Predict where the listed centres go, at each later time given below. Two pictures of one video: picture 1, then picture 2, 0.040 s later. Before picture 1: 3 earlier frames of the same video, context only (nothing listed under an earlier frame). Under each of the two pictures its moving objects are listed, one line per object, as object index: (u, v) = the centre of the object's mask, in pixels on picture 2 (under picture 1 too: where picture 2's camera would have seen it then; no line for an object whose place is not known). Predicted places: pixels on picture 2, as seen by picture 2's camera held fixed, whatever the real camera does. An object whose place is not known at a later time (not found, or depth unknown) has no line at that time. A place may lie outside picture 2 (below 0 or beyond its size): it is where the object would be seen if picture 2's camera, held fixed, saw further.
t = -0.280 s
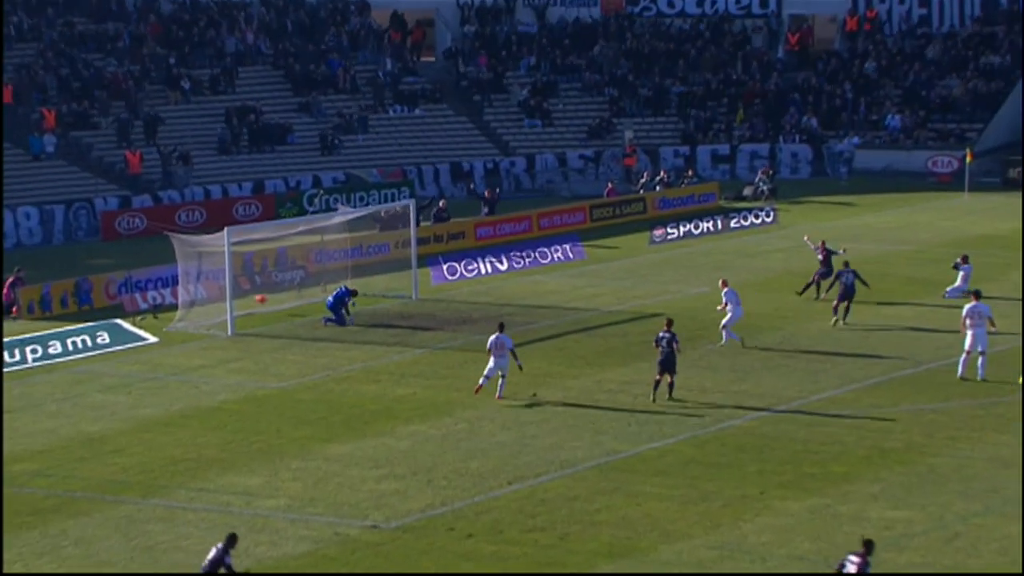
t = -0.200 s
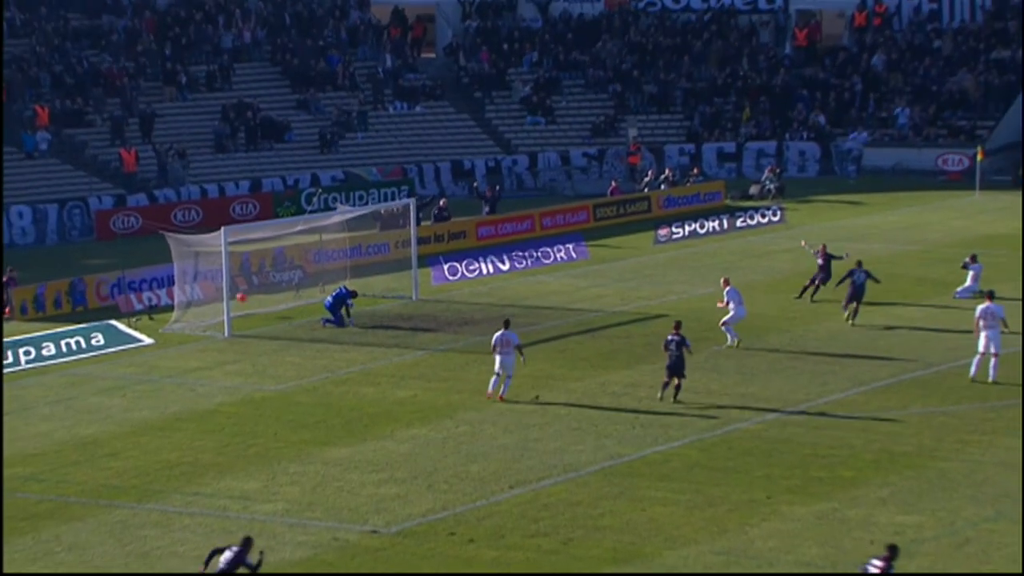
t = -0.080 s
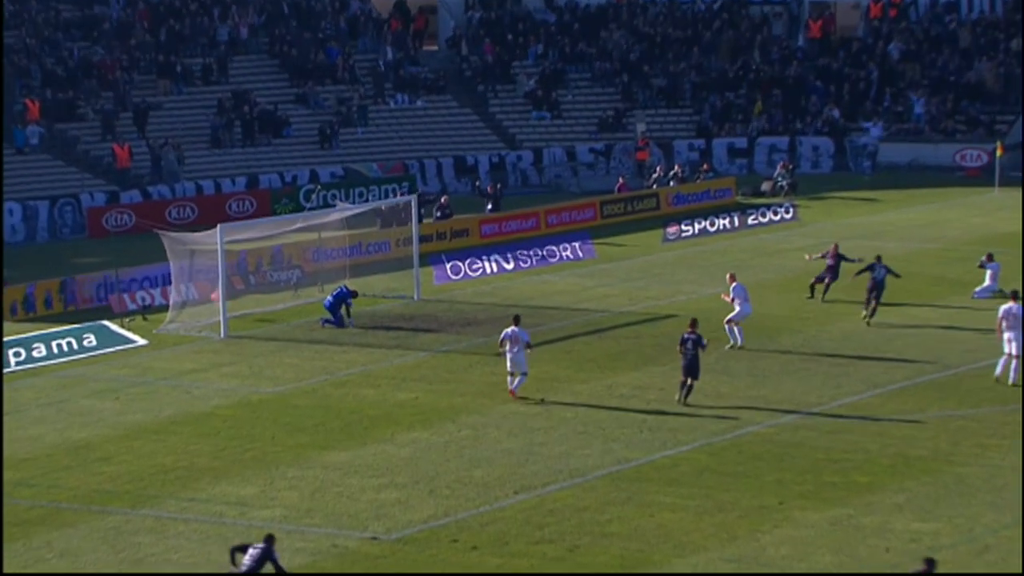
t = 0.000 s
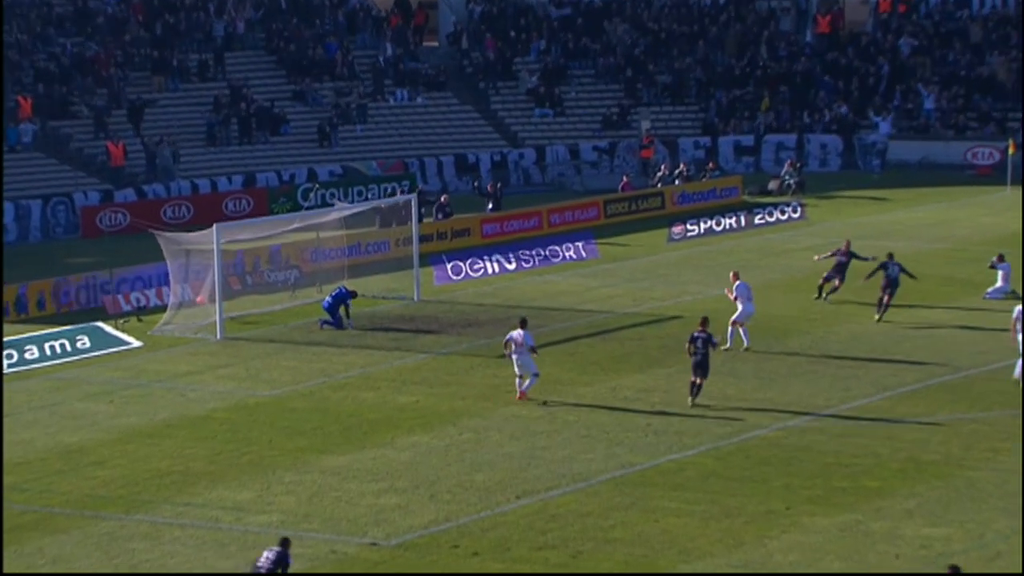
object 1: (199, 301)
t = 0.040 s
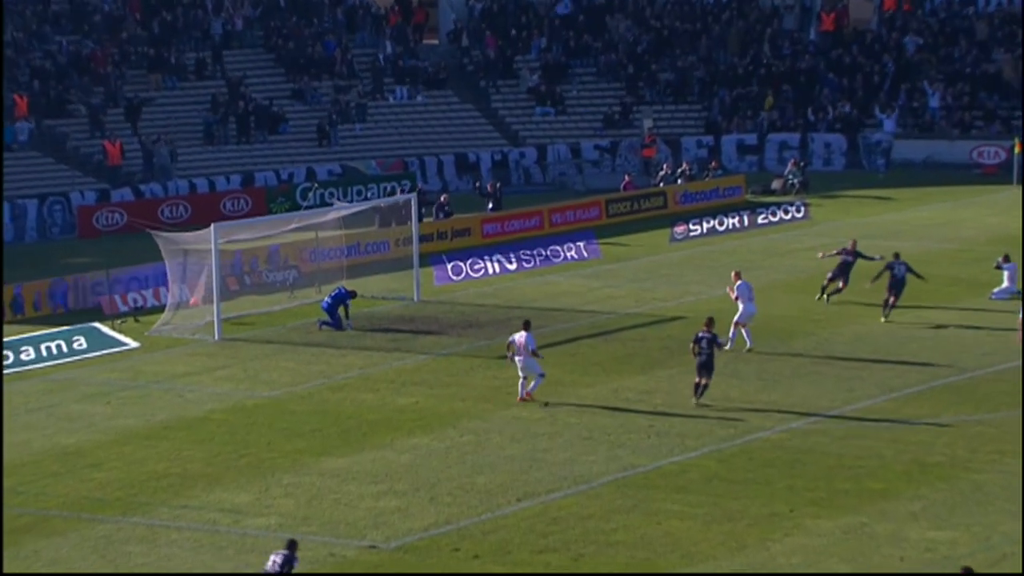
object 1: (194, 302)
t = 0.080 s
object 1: (189, 305)
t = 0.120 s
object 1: (186, 307)
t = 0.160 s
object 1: (182, 309)
